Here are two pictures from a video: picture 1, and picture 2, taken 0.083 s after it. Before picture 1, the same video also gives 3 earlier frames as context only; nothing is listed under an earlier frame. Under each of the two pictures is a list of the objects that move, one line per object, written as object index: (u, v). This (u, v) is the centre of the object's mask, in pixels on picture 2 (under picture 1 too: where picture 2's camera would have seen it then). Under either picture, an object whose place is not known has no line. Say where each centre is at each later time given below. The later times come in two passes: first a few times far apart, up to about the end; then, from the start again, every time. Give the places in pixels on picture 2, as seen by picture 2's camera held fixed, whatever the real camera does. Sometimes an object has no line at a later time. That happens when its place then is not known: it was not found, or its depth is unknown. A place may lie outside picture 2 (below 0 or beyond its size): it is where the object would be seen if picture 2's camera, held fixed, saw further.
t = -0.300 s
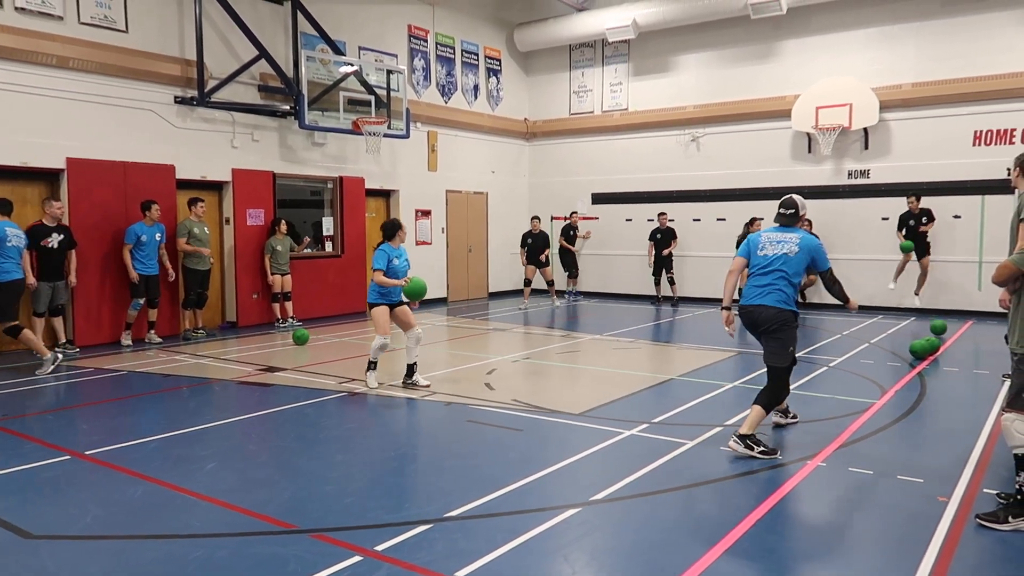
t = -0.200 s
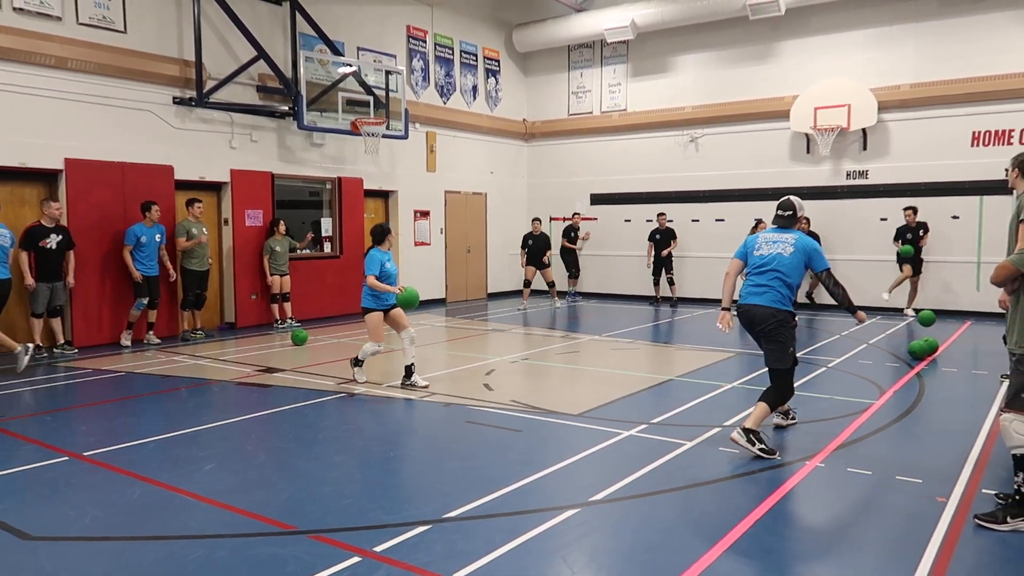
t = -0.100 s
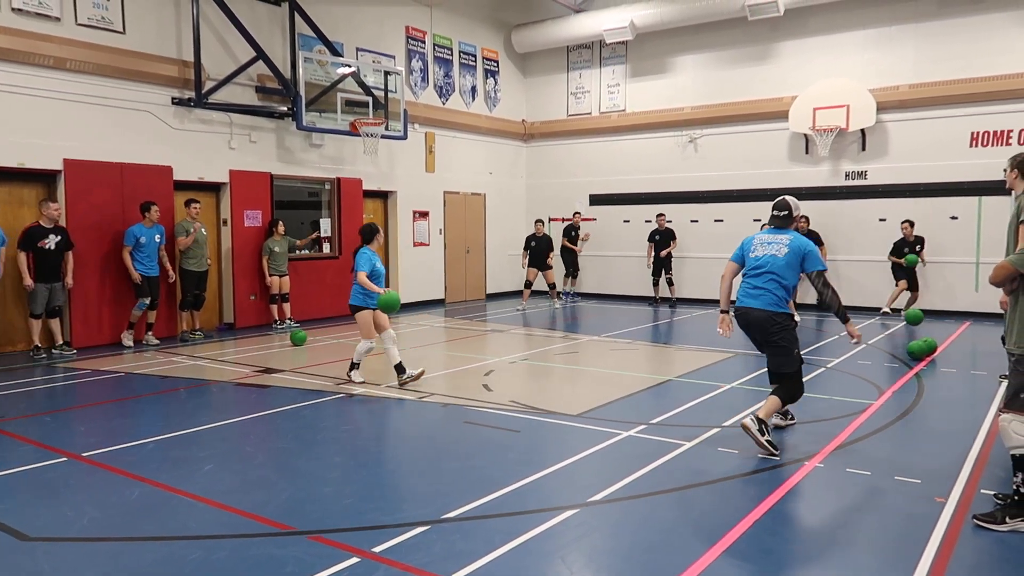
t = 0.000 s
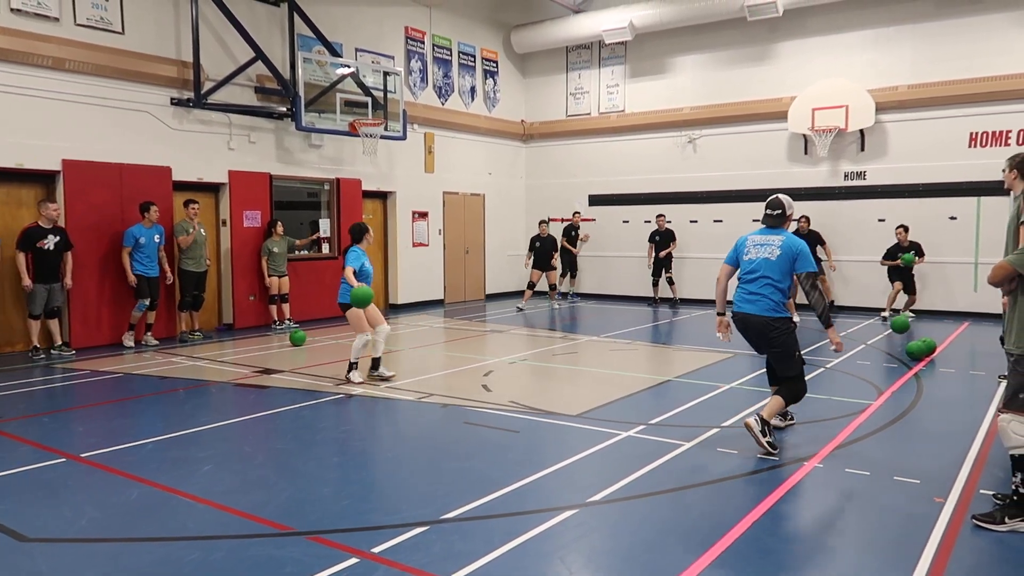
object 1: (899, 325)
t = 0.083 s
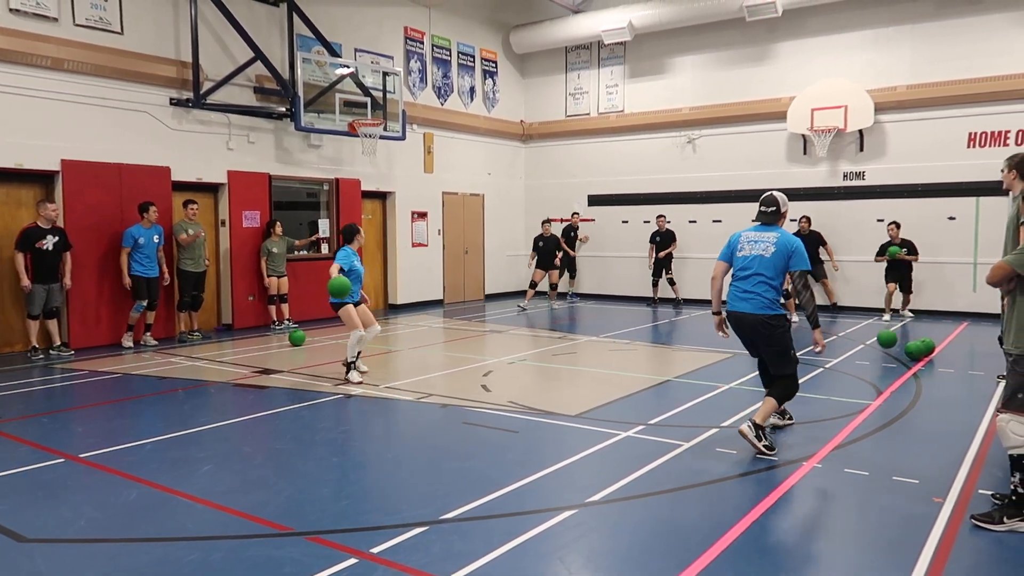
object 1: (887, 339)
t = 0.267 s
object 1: (859, 350)
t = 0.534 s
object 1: (808, 387)
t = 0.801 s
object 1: (740, 416)
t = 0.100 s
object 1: (885, 343)
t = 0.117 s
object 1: (882, 347)
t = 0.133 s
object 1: (879, 351)
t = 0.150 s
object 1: (877, 356)
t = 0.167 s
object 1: (874, 356)
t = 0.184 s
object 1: (872, 354)
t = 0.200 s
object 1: (869, 353)
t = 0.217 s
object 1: (867, 352)
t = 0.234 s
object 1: (864, 351)
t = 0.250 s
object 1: (861, 350)
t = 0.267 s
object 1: (859, 350)
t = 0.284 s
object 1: (856, 350)
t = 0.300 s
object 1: (853, 350)
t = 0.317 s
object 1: (850, 350)
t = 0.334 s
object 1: (848, 351)
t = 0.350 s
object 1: (844, 352)
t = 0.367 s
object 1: (841, 354)
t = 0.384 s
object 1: (838, 356)
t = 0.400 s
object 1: (835, 358)
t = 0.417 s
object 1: (832, 361)
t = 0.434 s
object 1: (829, 364)
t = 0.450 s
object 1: (825, 367)
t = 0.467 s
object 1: (822, 371)
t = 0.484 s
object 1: (819, 375)
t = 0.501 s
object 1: (815, 379)
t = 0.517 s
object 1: (811, 385)
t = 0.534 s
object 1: (808, 387)
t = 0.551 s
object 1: (804, 386)
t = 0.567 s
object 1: (801, 385)
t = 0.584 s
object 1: (797, 385)
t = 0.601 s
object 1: (793, 385)
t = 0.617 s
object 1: (789, 386)
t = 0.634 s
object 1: (785, 387)
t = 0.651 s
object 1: (781, 389)
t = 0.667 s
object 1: (777, 391)
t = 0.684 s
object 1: (772, 393)
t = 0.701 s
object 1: (768, 396)
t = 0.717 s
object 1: (763, 399)
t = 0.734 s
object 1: (759, 402)
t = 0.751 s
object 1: (754, 406)
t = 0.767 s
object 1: (749, 412)
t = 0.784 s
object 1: (744, 416)
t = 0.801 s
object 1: (740, 416)
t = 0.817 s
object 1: (735, 417)
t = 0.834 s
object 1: (729, 417)
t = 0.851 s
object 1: (724, 419)
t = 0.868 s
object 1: (719, 420)
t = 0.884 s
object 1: (714, 423)
